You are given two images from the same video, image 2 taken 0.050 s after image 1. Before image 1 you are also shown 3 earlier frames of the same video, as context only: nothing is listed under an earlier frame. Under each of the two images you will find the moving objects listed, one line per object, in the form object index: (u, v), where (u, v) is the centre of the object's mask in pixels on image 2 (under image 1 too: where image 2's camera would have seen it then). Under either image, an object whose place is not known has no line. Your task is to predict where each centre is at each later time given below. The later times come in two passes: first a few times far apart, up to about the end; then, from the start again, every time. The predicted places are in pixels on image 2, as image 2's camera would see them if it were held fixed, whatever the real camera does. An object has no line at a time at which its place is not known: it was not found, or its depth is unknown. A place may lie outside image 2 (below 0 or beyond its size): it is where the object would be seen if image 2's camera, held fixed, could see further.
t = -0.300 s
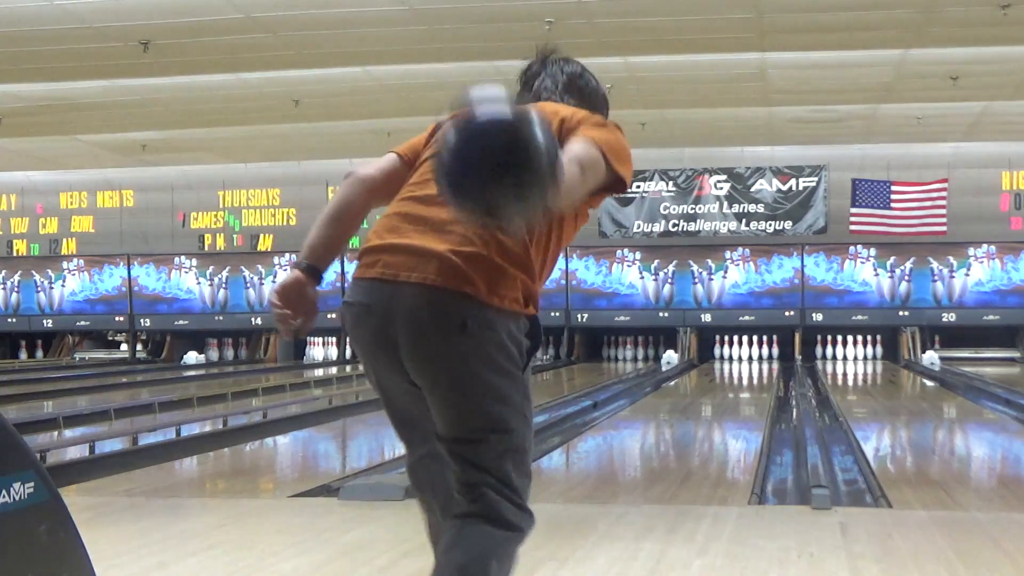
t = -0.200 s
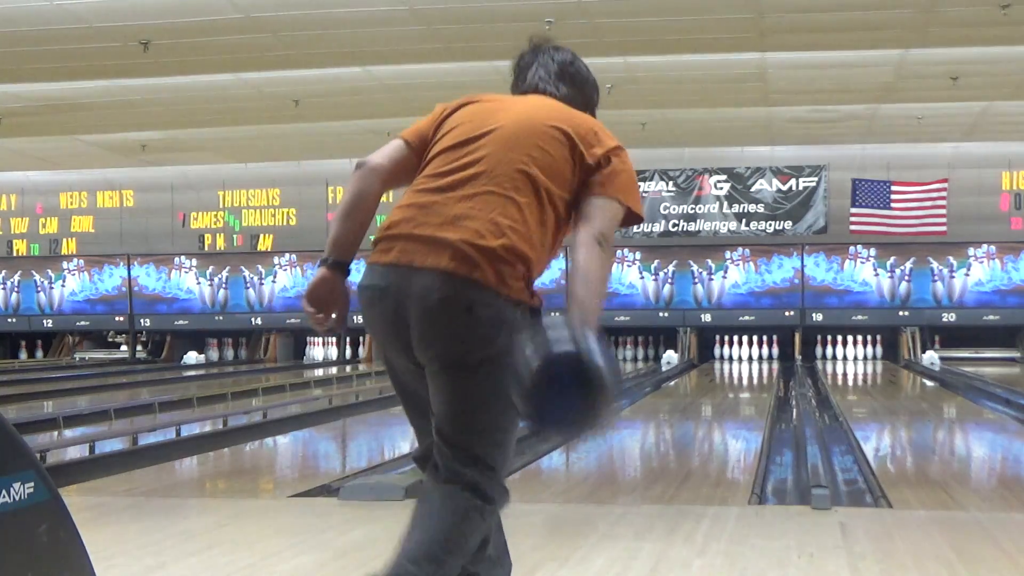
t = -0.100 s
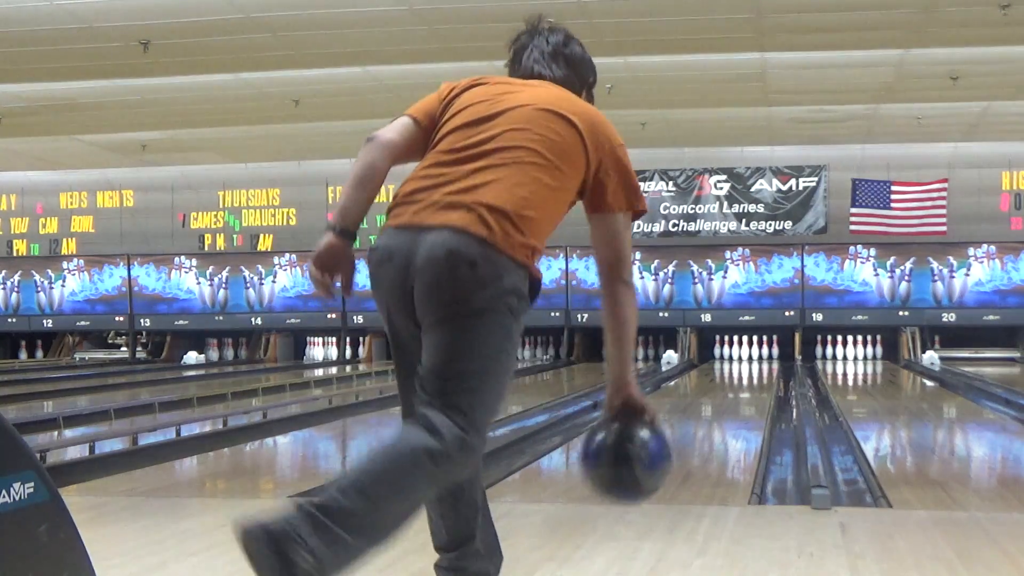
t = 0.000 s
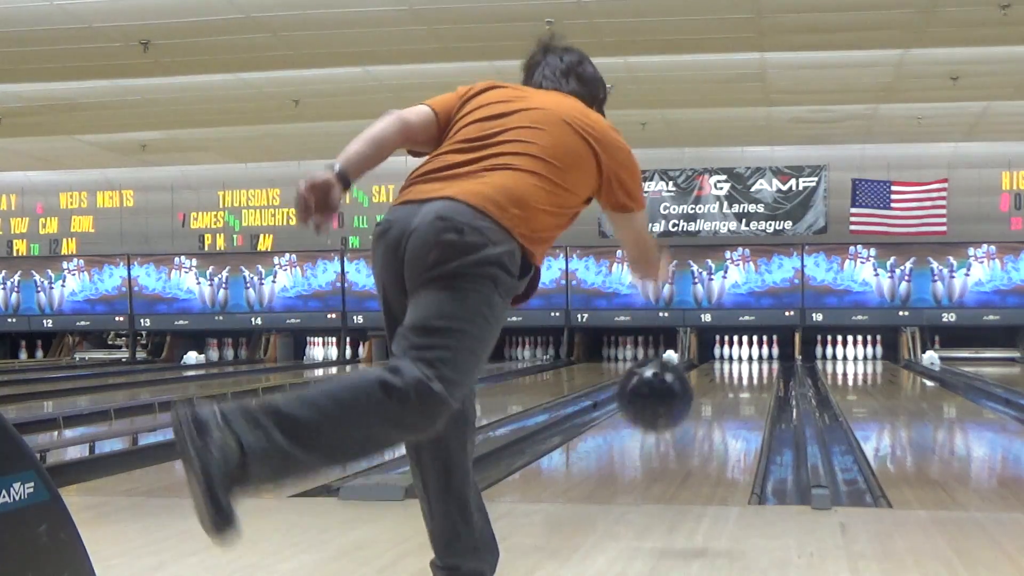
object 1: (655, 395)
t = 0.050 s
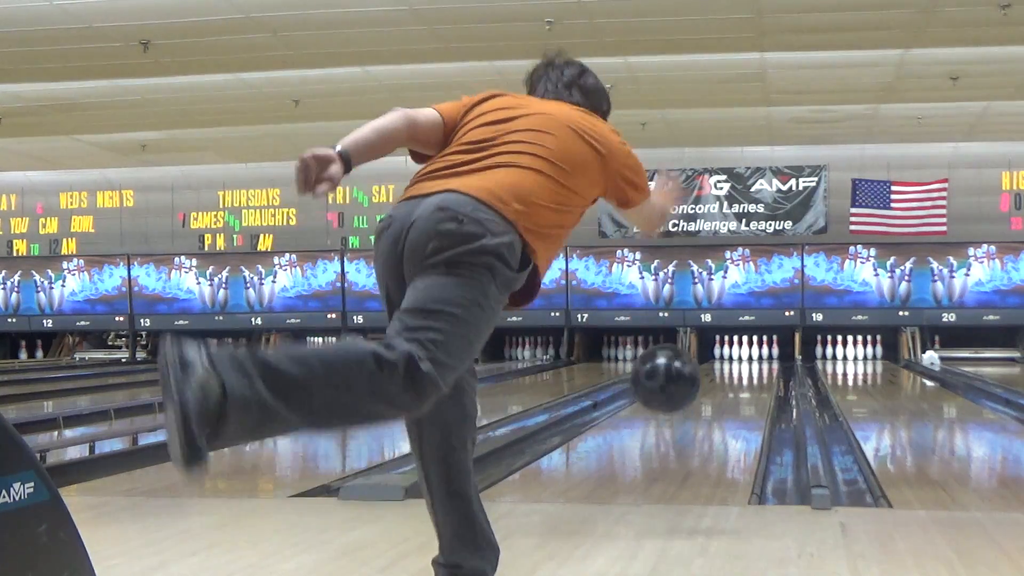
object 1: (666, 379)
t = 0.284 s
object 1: (699, 405)
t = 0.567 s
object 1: (720, 420)
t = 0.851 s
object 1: (732, 399)
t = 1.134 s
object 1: (740, 385)
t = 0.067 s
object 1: (668, 376)
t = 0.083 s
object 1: (671, 374)
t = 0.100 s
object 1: (675, 373)
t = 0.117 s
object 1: (677, 372)
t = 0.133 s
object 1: (679, 373)
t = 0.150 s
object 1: (681, 374)
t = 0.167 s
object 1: (685, 376)
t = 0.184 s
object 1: (687, 378)
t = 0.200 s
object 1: (689, 381)
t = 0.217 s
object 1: (692, 385)
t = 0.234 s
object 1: (693, 389)
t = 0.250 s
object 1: (696, 392)
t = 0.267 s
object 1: (698, 400)
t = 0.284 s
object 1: (699, 405)
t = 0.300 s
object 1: (701, 411)
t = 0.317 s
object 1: (702, 417)
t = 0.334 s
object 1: (704, 424)
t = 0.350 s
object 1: (705, 431)
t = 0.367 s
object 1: (707, 439)
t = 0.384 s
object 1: (708, 440)
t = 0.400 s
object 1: (710, 437)
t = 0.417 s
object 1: (711, 434)
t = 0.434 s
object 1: (712, 432)
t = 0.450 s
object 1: (713, 430)
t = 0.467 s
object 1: (714, 430)
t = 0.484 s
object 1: (715, 429)
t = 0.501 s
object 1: (716, 426)
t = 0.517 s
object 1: (717, 425)
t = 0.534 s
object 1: (718, 423)
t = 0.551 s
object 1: (719, 422)
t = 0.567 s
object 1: (720, 420)
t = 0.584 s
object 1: (721, 419)
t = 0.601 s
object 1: (722, 417)
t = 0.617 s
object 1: (723, 415)
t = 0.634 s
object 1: (723, 414)
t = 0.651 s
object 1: (724, 413)
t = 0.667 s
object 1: (725, 411)
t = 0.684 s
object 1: (726, 410)
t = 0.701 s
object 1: (726, 409)
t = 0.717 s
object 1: (727, 408)
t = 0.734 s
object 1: (728, 407)
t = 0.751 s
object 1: (728, 406)
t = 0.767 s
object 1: (729, 404)
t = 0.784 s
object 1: (730, 403)
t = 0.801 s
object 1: (730, 402)
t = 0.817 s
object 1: (731, 401)
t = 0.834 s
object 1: (731, 400)
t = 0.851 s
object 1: (732, 399)
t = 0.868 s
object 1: (732, 399)
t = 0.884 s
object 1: (733, 398)
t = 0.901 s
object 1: (733, 397)
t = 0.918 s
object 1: (734, 396)
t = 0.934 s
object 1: (734, 395)
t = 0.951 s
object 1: (735, 394)
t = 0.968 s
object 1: (735, 393)
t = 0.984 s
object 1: (736, 393)
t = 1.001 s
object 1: (737, 392)
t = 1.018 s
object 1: (737, 391)
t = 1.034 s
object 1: (737, 390)
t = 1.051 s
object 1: (738, 389)
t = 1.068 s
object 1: (738, 388)
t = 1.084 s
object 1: (738, 387)
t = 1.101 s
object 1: (739, 387)
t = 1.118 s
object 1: (739, 386)
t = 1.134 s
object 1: (740, 385)
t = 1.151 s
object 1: (740, 385)
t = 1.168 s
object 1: (740, 384)
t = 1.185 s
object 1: (740, 383)
